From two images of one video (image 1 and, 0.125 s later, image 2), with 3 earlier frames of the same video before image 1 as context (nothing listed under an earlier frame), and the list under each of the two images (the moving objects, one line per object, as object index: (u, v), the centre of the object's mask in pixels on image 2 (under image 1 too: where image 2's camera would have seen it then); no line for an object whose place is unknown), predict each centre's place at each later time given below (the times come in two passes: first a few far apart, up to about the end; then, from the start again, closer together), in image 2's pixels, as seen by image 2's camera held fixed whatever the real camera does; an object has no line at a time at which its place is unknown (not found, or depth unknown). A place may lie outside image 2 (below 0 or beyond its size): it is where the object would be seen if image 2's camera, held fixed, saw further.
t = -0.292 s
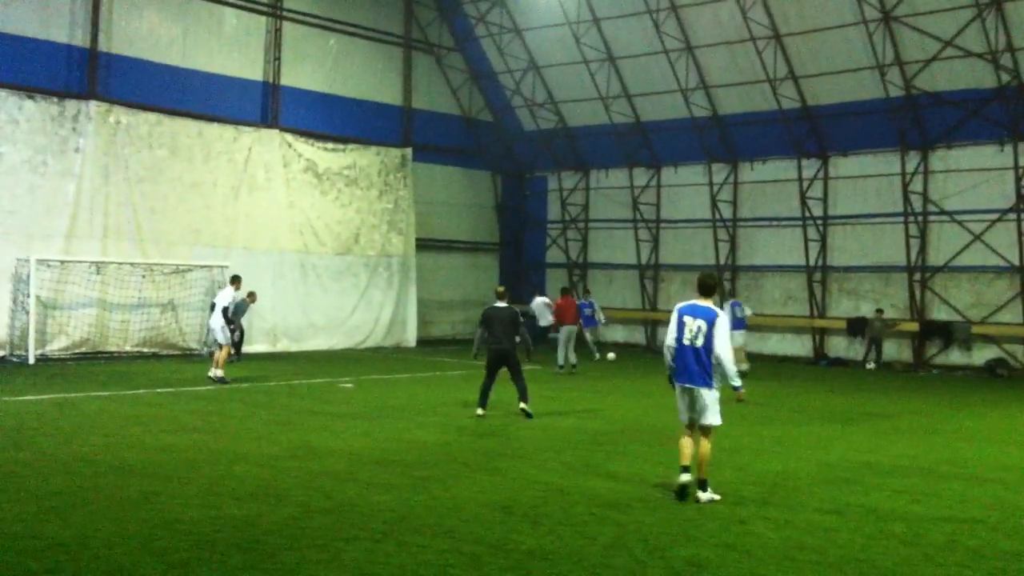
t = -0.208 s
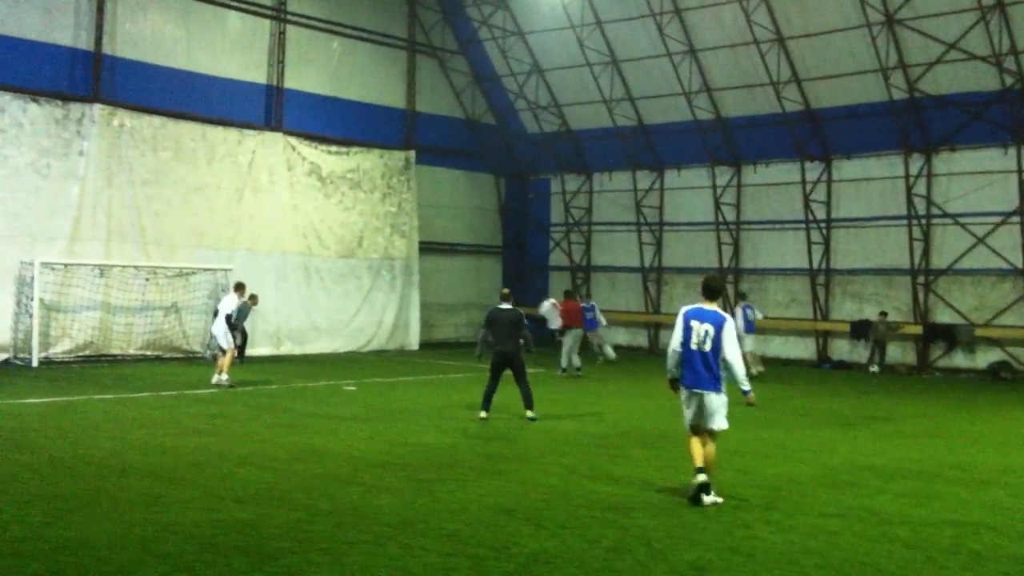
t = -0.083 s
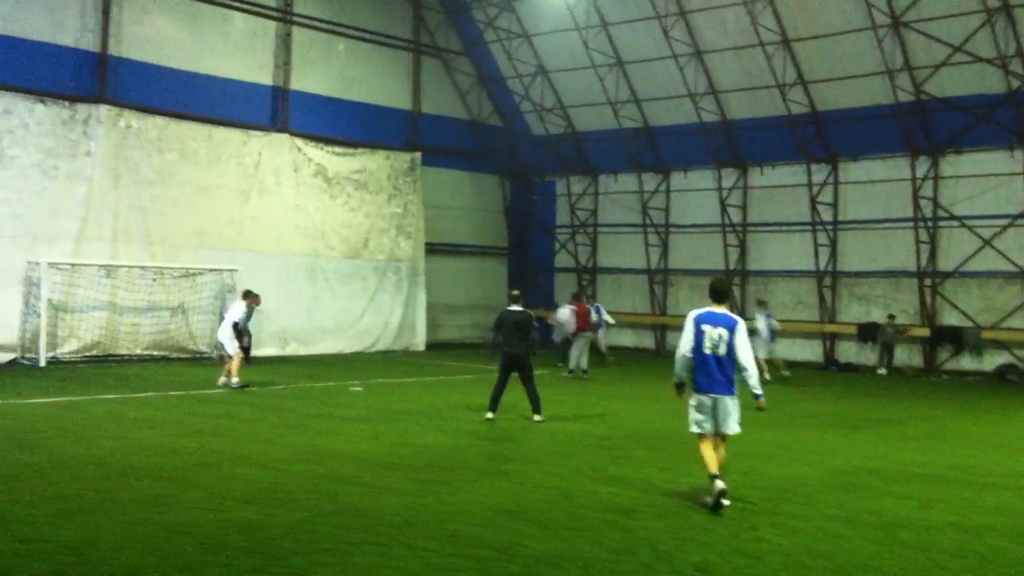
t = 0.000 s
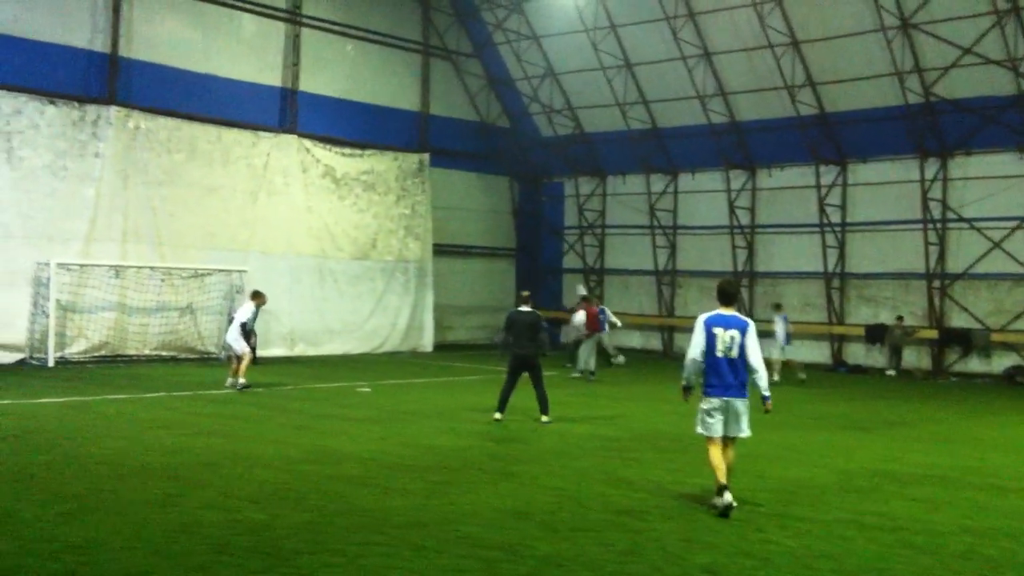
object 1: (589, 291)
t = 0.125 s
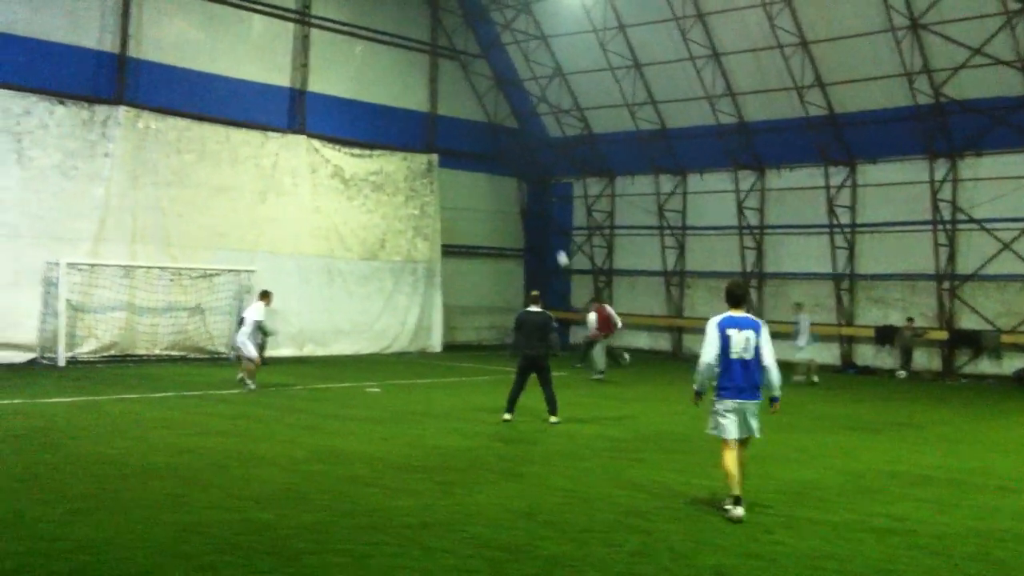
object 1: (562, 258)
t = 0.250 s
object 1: (530, 226)
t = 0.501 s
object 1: (455, 172)
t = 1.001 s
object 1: (233, 135)
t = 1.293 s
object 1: (26, 190)
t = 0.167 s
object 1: (551, 247)
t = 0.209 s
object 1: (540, 236)
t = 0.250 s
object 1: (530, 226)
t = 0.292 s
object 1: (518, 216)
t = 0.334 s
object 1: (506, 205)
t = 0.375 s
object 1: (496, 197)
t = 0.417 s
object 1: (483, 188)
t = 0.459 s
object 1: (469, 180)
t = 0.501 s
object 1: (455, 172)
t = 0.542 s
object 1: (442, 165)
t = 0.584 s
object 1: (427, 158)
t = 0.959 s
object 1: (256, 133)
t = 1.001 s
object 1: (233, 135)
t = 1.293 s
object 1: (26, 190)
